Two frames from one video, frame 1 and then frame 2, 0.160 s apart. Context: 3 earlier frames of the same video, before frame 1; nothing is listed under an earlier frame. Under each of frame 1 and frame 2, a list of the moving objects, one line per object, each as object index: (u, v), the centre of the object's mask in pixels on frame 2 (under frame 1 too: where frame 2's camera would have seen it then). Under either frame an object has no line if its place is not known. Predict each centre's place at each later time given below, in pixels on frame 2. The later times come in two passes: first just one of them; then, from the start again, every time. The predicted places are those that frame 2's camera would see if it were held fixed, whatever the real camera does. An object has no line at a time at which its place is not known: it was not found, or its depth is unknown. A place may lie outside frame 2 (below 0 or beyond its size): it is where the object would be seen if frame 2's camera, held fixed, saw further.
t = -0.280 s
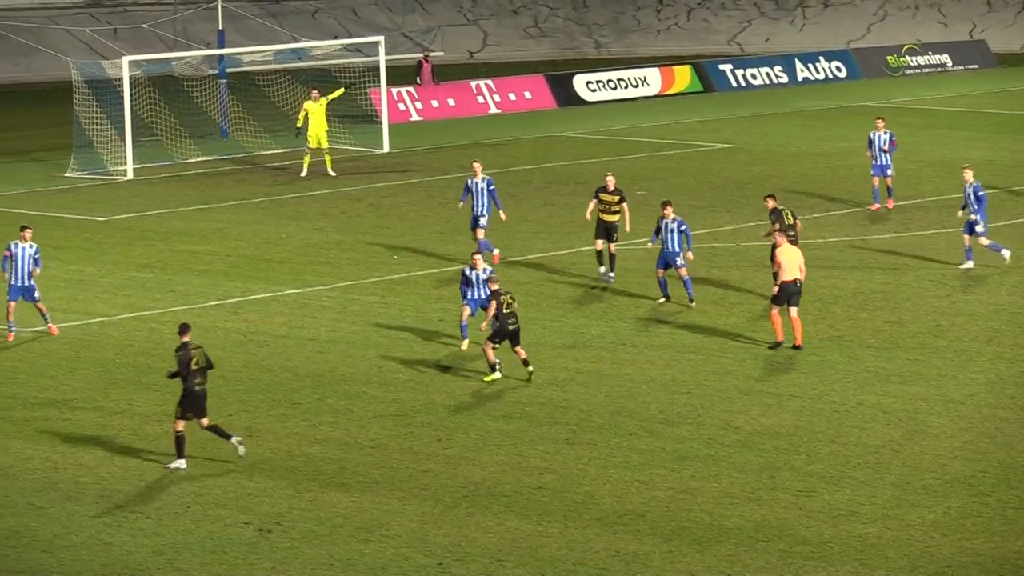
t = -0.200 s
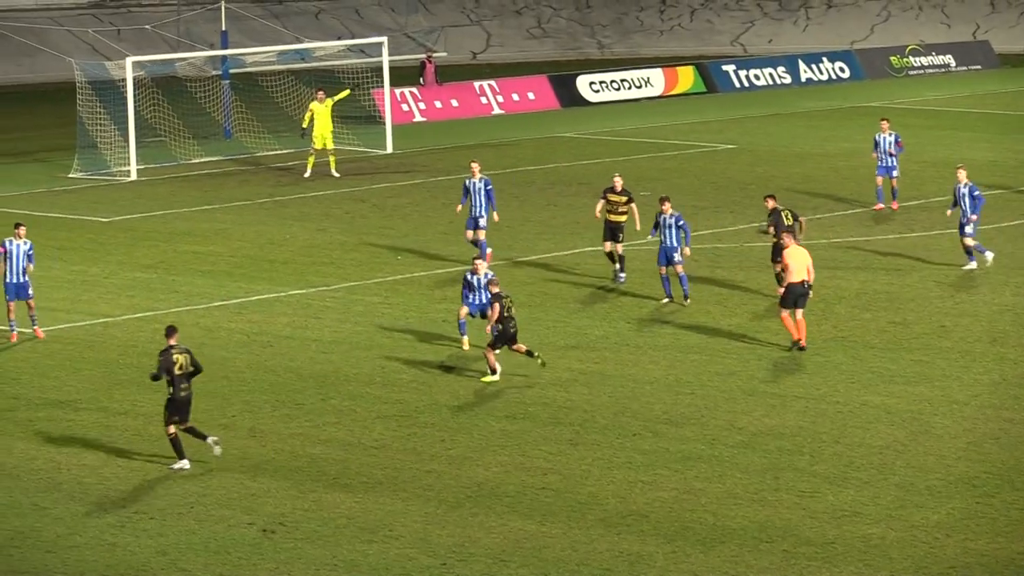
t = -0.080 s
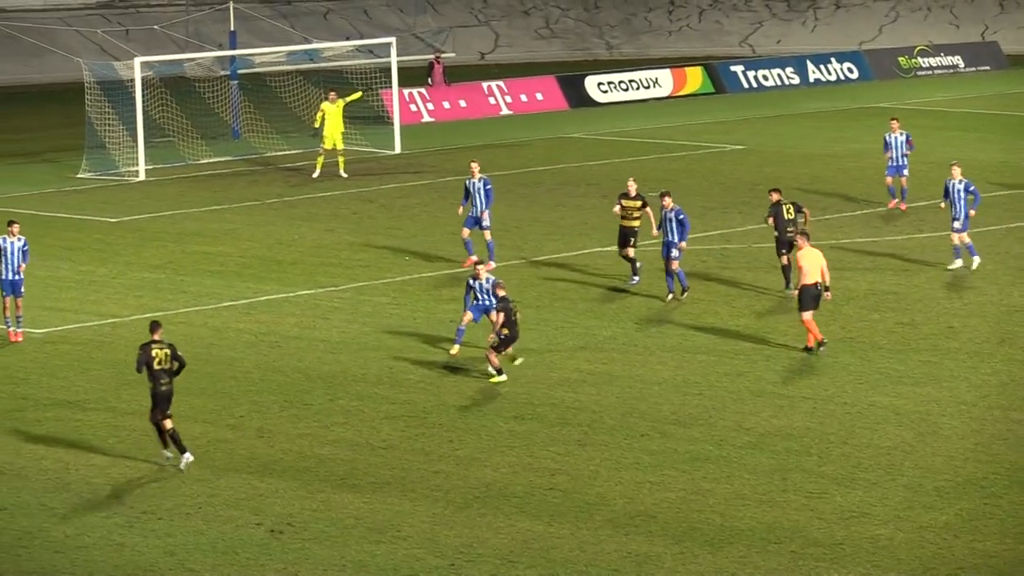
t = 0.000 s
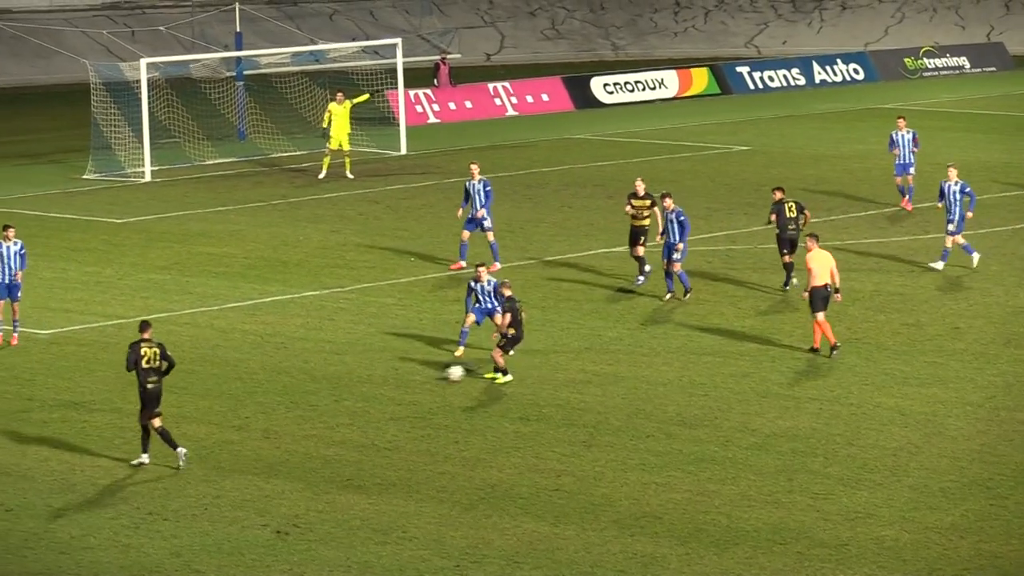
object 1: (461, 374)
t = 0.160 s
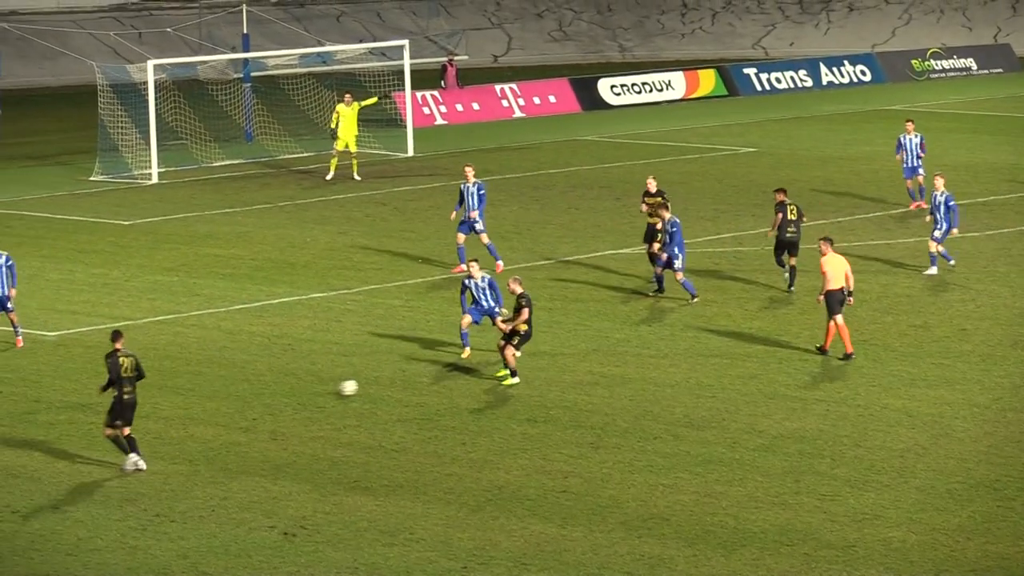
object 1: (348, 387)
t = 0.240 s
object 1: (296, 394)
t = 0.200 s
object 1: (322, 390)
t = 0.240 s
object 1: (296, 394)
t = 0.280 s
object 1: (270, 396)
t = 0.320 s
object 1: (245, 398)
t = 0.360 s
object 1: (221, 401)
